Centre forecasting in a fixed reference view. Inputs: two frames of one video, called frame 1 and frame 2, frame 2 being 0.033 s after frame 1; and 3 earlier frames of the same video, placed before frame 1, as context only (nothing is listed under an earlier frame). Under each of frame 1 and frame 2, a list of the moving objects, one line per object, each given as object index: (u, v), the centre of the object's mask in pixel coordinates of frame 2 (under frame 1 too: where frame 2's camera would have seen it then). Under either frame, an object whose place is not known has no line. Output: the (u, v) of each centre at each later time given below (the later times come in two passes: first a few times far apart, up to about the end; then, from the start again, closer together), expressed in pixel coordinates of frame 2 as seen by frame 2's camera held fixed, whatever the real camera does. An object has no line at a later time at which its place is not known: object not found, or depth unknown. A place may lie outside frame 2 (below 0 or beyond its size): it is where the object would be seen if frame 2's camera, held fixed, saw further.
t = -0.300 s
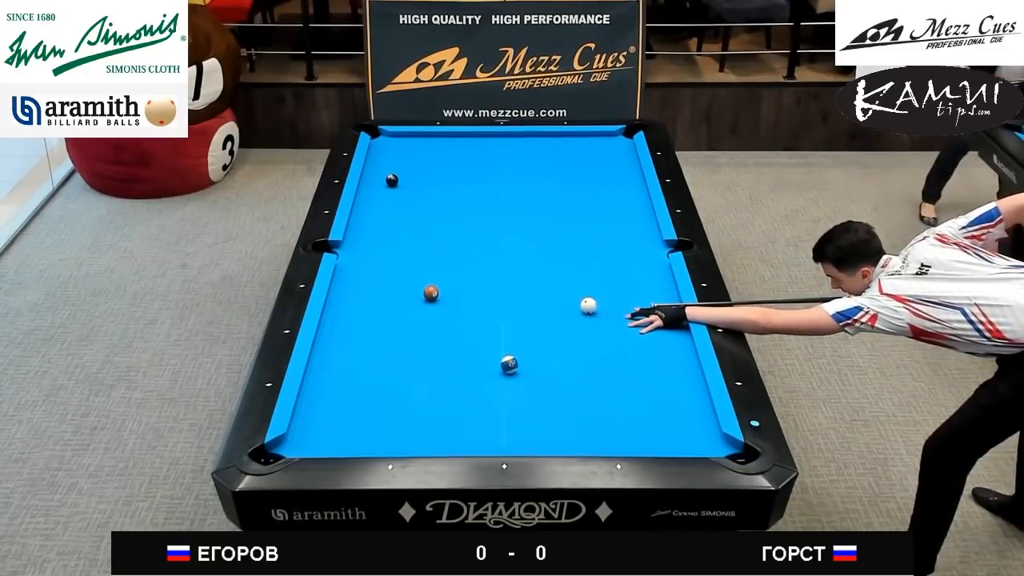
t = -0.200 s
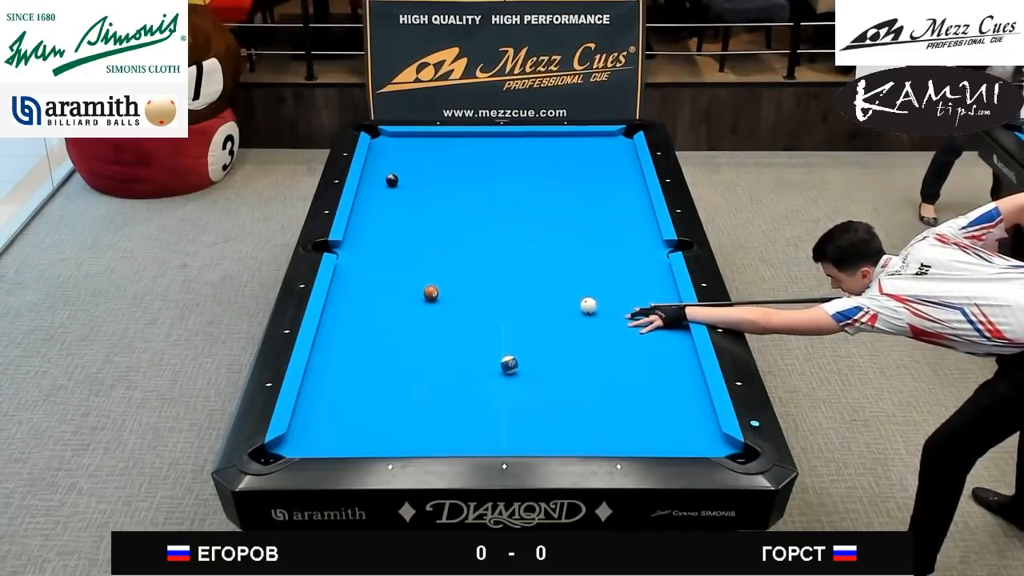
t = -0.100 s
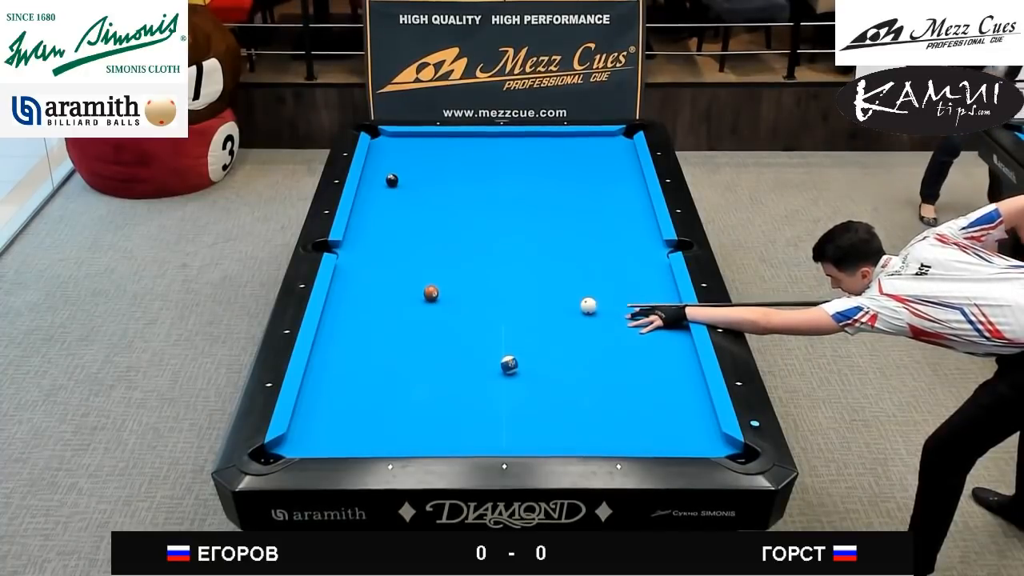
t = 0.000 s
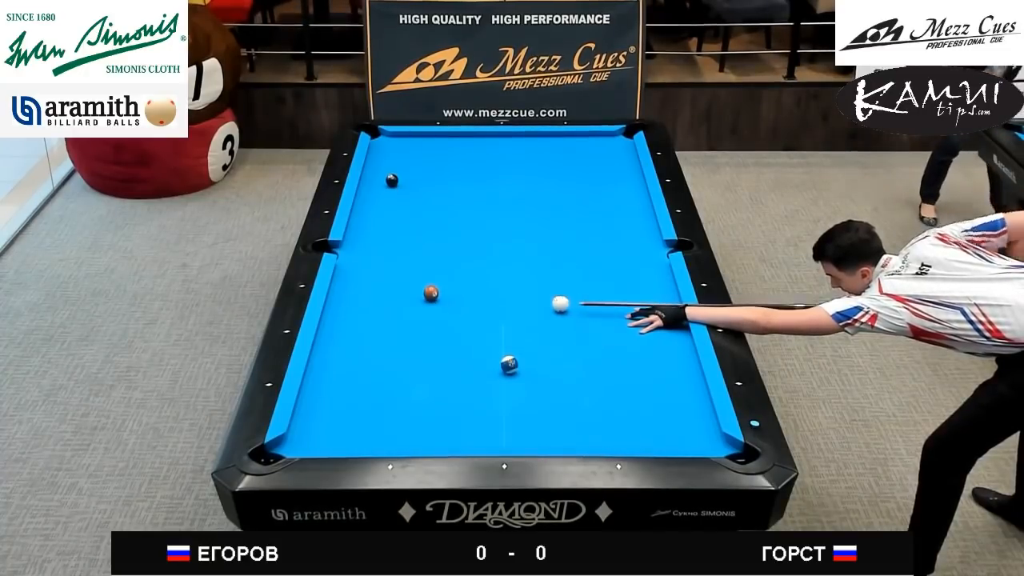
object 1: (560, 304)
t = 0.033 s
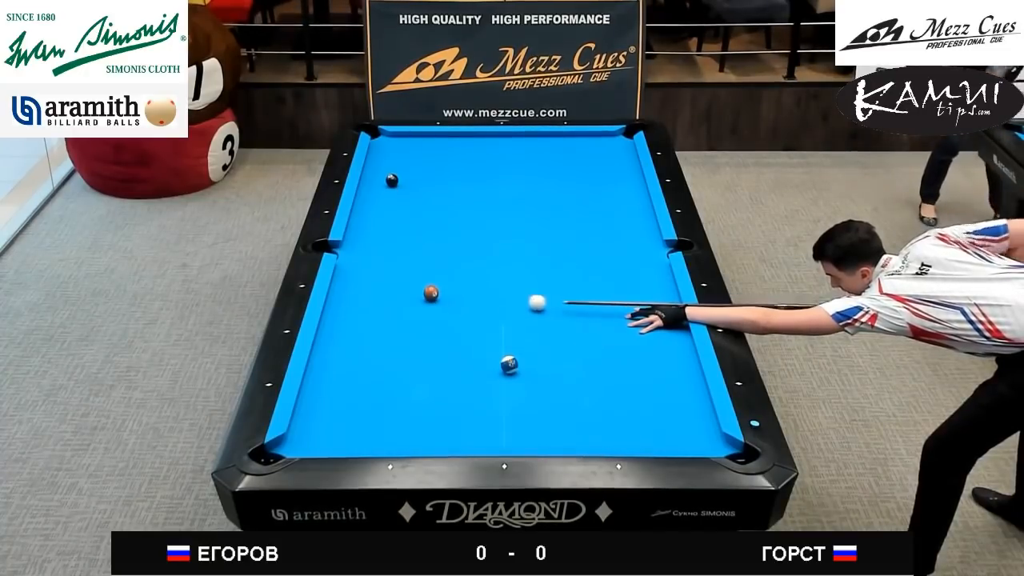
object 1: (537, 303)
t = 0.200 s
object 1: (437, 301)
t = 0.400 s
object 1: (373, 322)
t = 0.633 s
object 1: (341, 345)
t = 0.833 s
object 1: (378, 364)
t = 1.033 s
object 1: (415, 384)
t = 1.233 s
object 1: (453, 405)
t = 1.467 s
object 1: (499, 430)
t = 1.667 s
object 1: (539, 437)
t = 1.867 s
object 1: (574, 426)
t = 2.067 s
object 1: (606, 413)
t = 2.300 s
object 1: (642, 400)
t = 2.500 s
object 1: (671, 389)
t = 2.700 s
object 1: (696, 379)
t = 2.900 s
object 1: (675, 369)
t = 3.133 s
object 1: (654, 357)
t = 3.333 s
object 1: (638, 348)
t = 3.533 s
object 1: (622, 339)
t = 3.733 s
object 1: (607, 331)
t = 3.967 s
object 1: (591, 323)
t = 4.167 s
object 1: (579, 316)
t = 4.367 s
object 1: (567, 310)
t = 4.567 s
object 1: (556, 304)
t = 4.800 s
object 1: (544, 298)
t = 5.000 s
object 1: (535, 294)
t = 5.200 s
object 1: (527, 290)
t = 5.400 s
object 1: (519, 285)
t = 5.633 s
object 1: (510, 281)
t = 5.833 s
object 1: (504, 278)
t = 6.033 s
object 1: (498, 275)
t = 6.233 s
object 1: (493, 273)
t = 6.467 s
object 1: (488, 270)
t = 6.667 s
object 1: (484, 268)
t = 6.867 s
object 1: (481, 267)
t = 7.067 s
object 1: (479, 265)
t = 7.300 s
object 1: (477, 264)
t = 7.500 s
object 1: (476, 264)
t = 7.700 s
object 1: (475, 263)
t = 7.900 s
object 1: (475, 263)
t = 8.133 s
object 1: (475, 263)
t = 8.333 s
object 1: (475, 263)
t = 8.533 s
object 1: (475, 263)
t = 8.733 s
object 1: (475, 263)
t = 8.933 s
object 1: (475, 263)
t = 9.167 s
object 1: (475, 263)
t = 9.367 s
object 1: (475, 263)
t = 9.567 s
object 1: (475, 263)
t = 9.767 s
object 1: (475, 263)
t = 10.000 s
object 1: (475, 263)
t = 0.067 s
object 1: (514, 302)
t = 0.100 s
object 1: (493, 301)
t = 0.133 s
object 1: (472, 300)
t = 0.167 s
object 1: (451, 299)
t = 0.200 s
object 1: (437, 301)
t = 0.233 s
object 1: (428, 304)
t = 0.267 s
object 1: (418, 308)
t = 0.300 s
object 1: (408, 312)
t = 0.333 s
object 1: (397, 315)
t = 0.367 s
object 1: (385, 319)
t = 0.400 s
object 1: (373, 322)
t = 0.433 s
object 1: (361, 326)
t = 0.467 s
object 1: (349, 329)
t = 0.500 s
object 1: (337, 332)
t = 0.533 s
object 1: (324, 336)
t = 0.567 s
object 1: (327, 339)
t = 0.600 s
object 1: (334, 342)
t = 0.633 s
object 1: (341, 345)
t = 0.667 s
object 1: (348, 348)
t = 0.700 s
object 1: (354, 351)
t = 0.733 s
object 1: (360, 355)
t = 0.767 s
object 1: (366, 358)
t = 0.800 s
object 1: (372, 361)
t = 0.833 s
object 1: (378, 364)
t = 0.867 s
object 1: (384, 367)
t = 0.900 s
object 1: (390, 371)
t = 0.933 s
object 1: (396, 374)
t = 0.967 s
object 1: (402, 377)
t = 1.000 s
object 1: (408, 380)
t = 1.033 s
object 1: (415, 384)
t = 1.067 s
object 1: (421, 387)
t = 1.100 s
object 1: (427, 391)
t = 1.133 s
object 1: (433, 394)
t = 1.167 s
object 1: (440, 398)
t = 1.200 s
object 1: (446, 401)
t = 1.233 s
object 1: (453, 405)
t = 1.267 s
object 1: (459, 408)
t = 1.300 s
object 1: (466, 412)
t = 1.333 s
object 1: (472, 415)
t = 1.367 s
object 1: (479, 419)
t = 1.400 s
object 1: (486, 423)
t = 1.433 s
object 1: (493, 426)
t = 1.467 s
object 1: (499, 430)
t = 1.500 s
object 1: (506, 434)
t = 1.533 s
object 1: (513, 437)
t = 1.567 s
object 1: (520, 438)
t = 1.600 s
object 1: (527, 441)
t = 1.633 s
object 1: (533, 439)
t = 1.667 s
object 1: (539, 437)
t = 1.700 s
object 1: (545, 436)
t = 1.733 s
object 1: (551, 435)
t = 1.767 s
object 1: (556, 432)
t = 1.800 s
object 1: (562, 431)
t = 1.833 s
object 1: (568, 428)
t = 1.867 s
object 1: (574, 426)
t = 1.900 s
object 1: (579, 424)
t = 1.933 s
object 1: (585, 421)
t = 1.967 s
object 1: (590, 420)
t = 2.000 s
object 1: (596, 418)
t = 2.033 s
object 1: (601, 416)
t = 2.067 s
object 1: (606, 413)
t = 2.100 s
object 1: (612, 412)
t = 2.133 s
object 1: (617, 410)
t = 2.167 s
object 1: (622, 408)
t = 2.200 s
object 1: (627, 406)
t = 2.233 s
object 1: (632, 404)
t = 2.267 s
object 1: (637, 402)
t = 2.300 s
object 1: (642, 400)
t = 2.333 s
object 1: (647, 398)
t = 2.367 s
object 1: (652, 396)
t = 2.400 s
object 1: (657, 395)
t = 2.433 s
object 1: (661, 393)
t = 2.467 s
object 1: (666, 391)
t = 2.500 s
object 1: (671, 389)
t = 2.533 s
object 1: (676, 388)
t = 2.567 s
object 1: (680, 386)
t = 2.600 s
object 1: (685, 384)
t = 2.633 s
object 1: (689, 383)
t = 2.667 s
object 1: (694, 381)
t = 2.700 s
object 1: (696, 379)
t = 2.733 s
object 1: (692, 377)
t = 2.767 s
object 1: (688, 376)
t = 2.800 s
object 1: (685, 374)
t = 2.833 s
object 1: (682, 372)
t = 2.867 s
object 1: (679, 370)
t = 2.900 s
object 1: (675, 369)
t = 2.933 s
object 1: (672, 367)
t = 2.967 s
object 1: (669, 365)
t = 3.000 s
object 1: (666, 363)
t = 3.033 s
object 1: (663, 362)
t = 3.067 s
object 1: (660, 360)
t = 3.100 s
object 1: (657, 359)
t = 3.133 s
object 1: (654, 357)
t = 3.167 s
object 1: (652, 355)
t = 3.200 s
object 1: (649, 354)
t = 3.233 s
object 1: (646, 352)
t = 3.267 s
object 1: (643, 351)
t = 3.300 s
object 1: (640, 349)
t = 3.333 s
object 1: (638, 348)
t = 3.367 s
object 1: (635, 346)
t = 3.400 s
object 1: (632, 345)
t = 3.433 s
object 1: (630, 343)
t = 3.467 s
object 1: (627, 342)
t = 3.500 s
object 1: (624, 341)
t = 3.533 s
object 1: (622, 339)
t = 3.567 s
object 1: (619, 338)
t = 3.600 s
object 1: (617, 337)
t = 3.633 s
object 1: (614, 335)
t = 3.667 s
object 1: (612, 334)
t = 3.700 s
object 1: (610, 333)
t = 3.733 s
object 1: (607, 331)
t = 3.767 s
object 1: (605, 330)
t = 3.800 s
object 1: (603, 329)
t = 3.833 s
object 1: (601, 328)
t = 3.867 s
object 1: (598, 326)
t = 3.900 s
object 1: (596, 325)
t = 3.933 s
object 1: (594, 324)
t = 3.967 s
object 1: (591, 323)
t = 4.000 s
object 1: (589, 322)
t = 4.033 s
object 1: (587, 320)
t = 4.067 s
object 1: (585, 320)
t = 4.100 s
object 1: (582, 318)
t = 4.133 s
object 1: (581, 317)
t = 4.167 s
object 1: (579, 316)
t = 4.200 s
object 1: (577, 315)
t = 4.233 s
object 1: (575, 314)
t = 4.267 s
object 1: (573, 313)
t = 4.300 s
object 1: (571, 312)
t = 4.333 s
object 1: (569, 311)
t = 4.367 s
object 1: (567, 310)
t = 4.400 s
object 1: (565, 309)
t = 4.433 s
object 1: (563, 308)
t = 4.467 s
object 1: (561, 307)
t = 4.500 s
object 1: (559, 306)
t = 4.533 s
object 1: (558, 305)
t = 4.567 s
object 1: (556, 304)
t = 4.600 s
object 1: (554, 304)
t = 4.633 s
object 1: (553, 303)
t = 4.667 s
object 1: (551, 302)
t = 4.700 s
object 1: (549, 301)
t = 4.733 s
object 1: (547, 300)
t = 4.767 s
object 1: (546, 299)
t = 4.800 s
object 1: (544, 298)
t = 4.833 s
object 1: (543, 298)
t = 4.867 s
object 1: (541, 297)
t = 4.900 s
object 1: (540, 296)
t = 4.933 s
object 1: (538, 295)
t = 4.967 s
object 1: (536, 295)
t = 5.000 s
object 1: (535, 294)
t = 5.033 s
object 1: (534, 293)
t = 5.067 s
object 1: (532, 292)
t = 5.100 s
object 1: (531, 292)
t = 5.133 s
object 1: (529, 291)
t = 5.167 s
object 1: (528, 290)
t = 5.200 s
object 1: (527, 290)
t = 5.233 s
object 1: (525, 289)
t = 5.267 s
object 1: (524, 288)
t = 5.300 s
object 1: (522, 287)
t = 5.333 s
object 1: (521, 287)
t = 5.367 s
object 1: (520, 286)
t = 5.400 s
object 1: (519, 285)
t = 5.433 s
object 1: (517, 285)
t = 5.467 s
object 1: (516, 284)
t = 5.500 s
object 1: (515, 284)
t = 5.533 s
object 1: (513, 283)
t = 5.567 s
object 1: (512, 283)
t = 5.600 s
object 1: (511, 282)
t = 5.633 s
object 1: (510, 281)
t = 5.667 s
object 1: (509, 281)
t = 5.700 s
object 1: (508, 280)
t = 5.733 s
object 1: (507, 280)
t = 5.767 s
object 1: (506, 279)
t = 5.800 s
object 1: (505, 279)
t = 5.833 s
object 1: (504, 278)
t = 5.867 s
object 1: (503, 278)
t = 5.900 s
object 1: (502, 277)
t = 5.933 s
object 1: (501, 277)
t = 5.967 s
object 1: (500, 276)
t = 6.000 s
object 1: (499, 276)
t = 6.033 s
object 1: (498, 275)
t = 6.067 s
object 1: (497, 275)
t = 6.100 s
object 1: (497, 274)
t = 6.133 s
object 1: (496, 274)
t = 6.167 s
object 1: (495, 274)
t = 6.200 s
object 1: (494, 273)
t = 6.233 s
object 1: (493, 273)
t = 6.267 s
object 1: (492, 272)
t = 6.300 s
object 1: (492, 272)
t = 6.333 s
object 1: (491, 272)
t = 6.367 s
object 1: (490, 271)
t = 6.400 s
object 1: (489, 271)
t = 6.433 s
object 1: (489, 271)
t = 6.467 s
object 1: (488, 270)
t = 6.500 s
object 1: (487, 270)
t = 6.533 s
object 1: (487, 270)
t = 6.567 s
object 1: (486, 269)
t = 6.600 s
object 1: (485, 269)
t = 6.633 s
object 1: (485, 269)
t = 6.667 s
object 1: (484, 268)
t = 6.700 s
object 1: (484, 268)
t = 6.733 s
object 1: (483, 268)
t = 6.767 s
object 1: (483, 267)
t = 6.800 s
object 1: (482, 267)
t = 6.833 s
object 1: (482, 267)
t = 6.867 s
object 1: (481, 267)
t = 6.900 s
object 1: (481, 267)
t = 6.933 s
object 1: (481, 266)
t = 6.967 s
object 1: (480, 266)
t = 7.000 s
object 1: (480, 266)
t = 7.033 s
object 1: (479, 266)
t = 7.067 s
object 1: (479, 265)
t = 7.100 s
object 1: (479, 265)
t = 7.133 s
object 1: (478, 265)
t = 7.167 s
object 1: (478, 265)
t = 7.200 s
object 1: (478, 265)
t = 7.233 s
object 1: (477, 264)
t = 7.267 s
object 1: (477, 264)
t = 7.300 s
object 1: (477, 264)
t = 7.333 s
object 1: (477, 264)
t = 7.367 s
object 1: (476, 264)
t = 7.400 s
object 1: (476, 264)
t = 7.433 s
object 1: (476, 264)
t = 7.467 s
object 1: (476, 264)
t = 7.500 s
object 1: (476, 264)
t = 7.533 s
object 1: (476, 264)
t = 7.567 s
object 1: (476, 263)
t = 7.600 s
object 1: (475, 263)
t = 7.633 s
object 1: (475, 263)
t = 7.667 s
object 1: (475, 263)
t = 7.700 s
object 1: (475, 263)
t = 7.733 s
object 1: (475, 263)
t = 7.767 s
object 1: (475, 263)
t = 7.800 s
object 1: (475, 263)
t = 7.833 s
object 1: (475, 263)
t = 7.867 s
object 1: (475, 263)
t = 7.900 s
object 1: (475, 263)
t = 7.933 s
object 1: (475, 263)
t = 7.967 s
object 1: (475, 263)
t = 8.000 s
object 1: (475, 263)
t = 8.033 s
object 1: (475, 263)
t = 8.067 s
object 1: (475, 263)
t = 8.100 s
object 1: (475, 263)
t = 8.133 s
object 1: (475, 263)
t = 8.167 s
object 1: (475, 263)
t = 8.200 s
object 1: (475, 263)
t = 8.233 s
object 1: (475, 263)
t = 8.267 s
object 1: (475, 263)
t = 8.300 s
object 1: (475, 263)
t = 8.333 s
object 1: (475, 263)
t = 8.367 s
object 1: (475, 263)
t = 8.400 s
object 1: (475, 263)
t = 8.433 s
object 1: (475, 263)
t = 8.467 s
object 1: (475, 263)
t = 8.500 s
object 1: (475, 263)
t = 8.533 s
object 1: (475, 263)
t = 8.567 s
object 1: (475, 263)
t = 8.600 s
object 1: (475, 263)
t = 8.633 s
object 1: (475, 263)
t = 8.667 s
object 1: (475, 263)
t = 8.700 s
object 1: (475, 263)
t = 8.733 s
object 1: (475, 263)
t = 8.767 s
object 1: (475, 263)
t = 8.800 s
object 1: (475, 263)
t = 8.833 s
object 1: (475, 263)
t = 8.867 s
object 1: (475, 263)
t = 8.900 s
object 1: (475, 263)
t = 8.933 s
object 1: (475, 263)
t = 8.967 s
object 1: (475, 263)
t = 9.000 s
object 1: (475, 263)
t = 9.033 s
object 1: (475, 263)
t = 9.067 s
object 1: (475, 263)
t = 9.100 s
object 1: (475, 263)
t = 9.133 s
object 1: (475, 263)
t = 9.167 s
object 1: (475, 263)
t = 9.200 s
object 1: (475, 263)
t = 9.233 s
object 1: (475, 263)
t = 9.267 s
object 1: (475, 263)
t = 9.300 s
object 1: (475, 263)
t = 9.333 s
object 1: (475, 263)
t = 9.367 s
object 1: (475, 263)
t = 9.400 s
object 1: (475, 263)
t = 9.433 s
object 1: (475, 263)
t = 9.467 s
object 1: (475, 263)
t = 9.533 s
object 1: (475, 263)
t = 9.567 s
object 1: (475, 263)
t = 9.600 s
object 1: (475, 263)
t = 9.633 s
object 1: (475, 263)
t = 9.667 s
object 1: (475, 263)
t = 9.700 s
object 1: (475, 263)
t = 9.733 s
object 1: (475, 263)
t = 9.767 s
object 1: (475, 263)
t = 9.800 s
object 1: (475, 263)
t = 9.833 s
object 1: (475, 263)
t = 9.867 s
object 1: (475, 263)
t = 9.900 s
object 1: (475, 263)
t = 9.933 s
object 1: (475, 263)
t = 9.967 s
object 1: (475, 263)
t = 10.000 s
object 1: (475, 263)
